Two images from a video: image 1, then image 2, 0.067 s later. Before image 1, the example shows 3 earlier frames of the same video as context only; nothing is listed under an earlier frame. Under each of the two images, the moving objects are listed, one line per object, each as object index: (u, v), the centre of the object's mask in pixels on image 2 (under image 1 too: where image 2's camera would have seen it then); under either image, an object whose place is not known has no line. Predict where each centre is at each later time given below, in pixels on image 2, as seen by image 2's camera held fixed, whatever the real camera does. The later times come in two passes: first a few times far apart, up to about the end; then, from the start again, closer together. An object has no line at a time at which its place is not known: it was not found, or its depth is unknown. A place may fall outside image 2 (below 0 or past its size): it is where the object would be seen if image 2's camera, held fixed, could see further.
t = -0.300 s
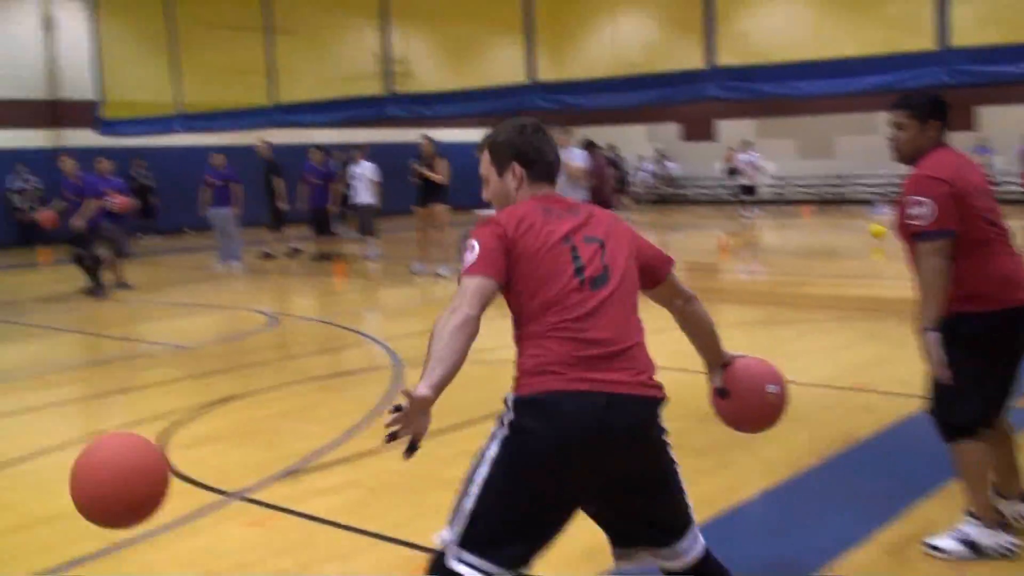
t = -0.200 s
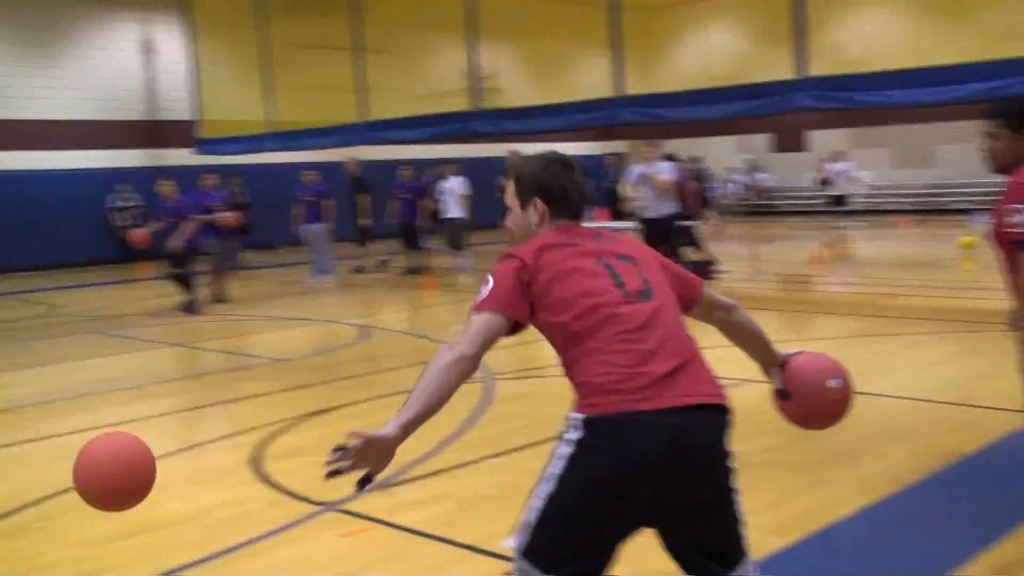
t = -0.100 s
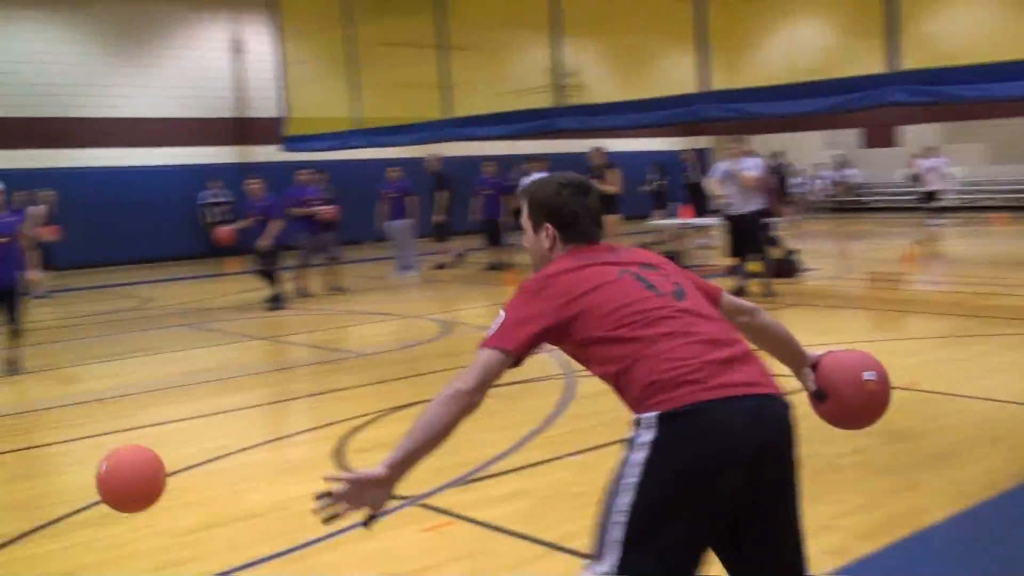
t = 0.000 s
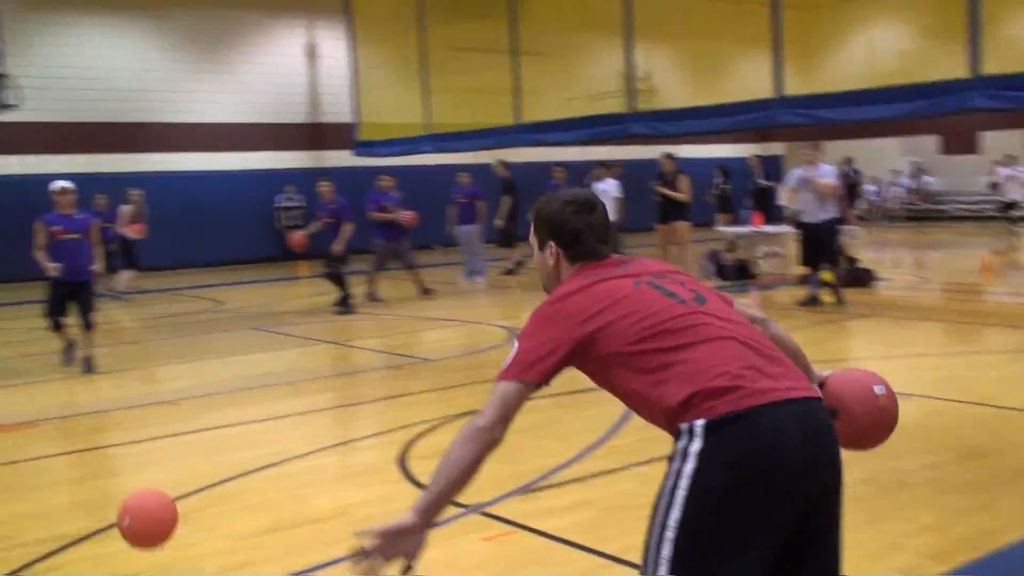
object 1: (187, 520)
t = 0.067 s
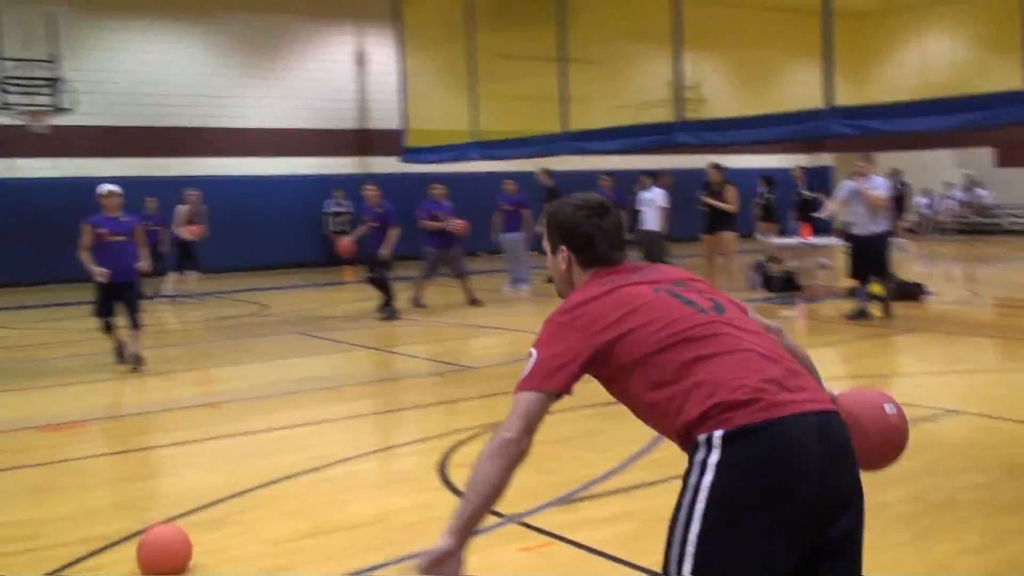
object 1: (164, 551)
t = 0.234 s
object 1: (110, 437)
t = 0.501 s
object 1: (54, 407)
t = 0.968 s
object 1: (1, 366)
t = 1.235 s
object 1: (-16, 367)
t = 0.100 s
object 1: (152, 522)
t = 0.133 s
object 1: (141, 495)
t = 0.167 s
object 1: (130, 473)
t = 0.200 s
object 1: (120, 454)
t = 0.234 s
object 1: (110, 437)
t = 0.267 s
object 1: (99, 425)
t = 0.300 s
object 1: (91, 416)
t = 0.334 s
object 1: (82, 409)
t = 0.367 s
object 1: (76, 405)
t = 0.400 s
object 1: (69, 403)
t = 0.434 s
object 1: (63, 403)
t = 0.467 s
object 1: (59, 403)
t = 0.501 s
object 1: (54, 407)
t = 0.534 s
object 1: (49, 413)
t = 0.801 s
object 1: (16, 381)
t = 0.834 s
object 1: (12, 375)
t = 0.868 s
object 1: (9, 370)
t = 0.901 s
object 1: (5, 367)
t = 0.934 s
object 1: (3, 366)
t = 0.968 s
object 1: (1, 366)
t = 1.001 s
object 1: (-2, 368)
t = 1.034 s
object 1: (-4, 371)
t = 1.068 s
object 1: (-6, 376)
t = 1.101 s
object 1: (-7, 382)
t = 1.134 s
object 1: (-9, 388)
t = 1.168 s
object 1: (-11, 384)
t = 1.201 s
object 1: (-14, 374)
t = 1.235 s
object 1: (-16, 367)
